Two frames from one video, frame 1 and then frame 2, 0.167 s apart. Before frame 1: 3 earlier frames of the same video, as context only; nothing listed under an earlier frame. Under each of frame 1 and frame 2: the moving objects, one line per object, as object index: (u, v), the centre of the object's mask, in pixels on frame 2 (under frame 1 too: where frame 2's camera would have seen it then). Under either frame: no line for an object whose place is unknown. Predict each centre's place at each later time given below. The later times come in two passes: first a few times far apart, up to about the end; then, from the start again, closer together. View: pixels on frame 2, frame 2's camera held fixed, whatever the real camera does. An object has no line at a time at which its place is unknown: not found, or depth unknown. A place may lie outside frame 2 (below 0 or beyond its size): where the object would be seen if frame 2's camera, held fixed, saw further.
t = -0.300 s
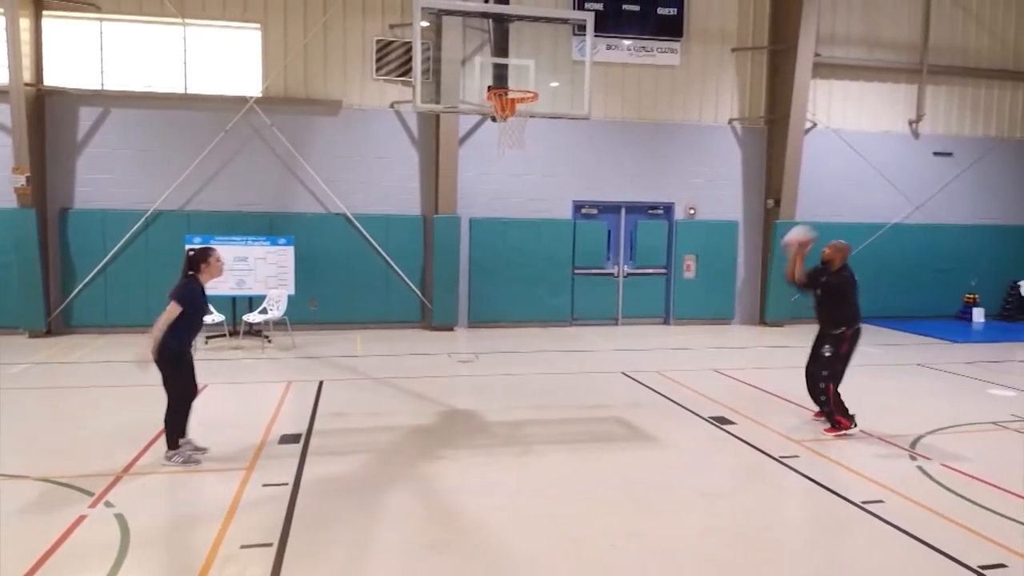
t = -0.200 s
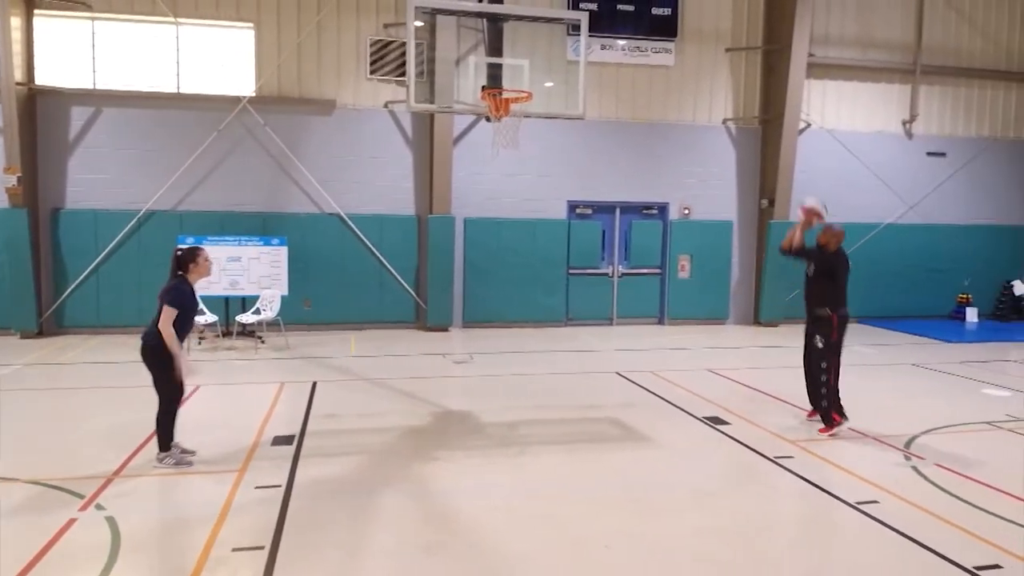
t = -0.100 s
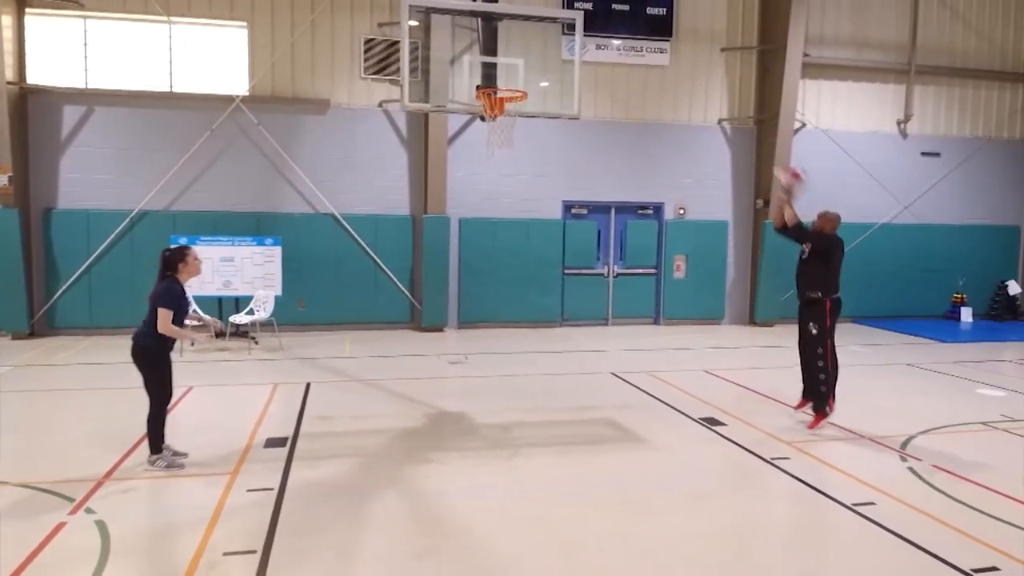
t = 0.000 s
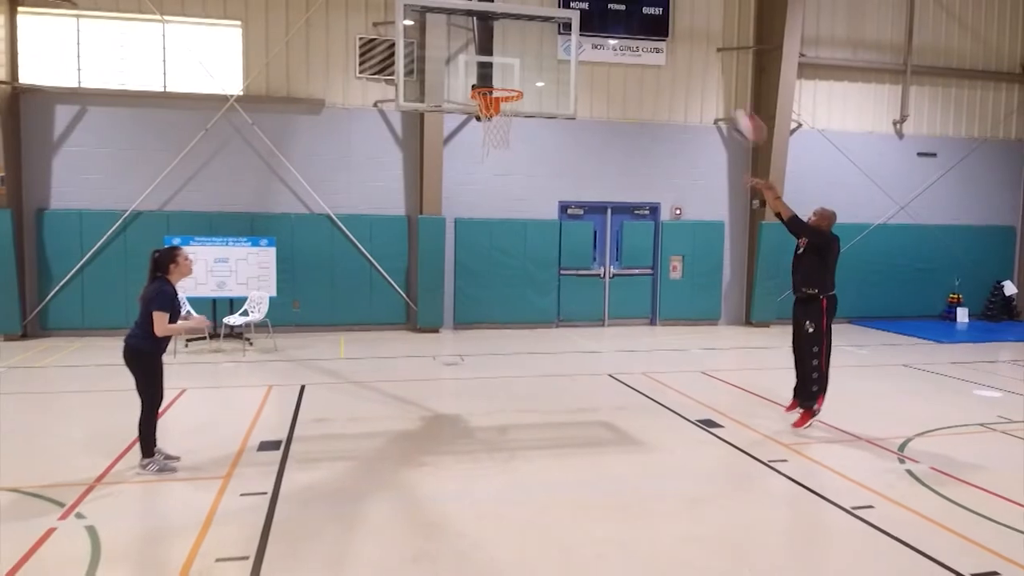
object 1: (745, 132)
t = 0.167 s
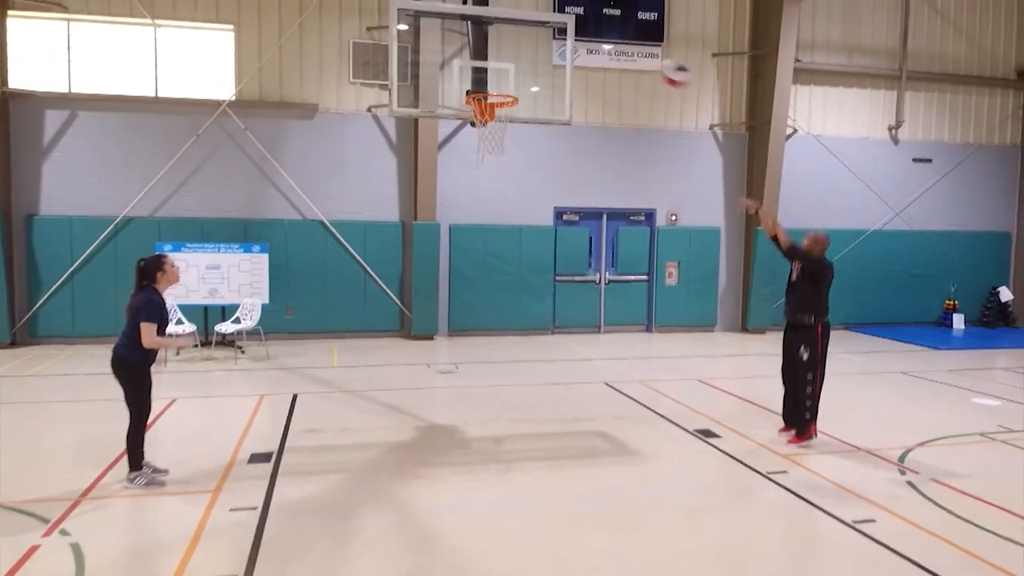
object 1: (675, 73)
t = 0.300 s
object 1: (620, 50)
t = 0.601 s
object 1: (516, 62)
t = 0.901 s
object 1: (485, 124)
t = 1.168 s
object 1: (485, 188)
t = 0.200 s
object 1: (662, 66)
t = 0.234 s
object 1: (648, 59)
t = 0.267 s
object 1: (635, 51)
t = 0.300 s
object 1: (620, 50)
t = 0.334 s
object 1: (607, 47)
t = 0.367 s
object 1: (593, 46)
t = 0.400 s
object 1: (580, 44)
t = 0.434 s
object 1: (568, 44)
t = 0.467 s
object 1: (555, 46)
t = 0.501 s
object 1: (541, 49)
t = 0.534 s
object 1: (531, 54)
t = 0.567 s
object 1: (519, 57)
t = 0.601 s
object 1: (516, 62)
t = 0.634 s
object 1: (512, 66)
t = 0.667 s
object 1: (507, 71)
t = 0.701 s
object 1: (503, 76)
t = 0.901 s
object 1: (485, 124)
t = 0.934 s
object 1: (483, 126)
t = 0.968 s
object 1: (483, 134)
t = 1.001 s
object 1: (483, 137)
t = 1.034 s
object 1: (482, 142)
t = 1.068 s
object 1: (484, 151)
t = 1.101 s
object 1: (484, 162)
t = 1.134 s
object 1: (485, 174)
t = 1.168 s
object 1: (485, 188)
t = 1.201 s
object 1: (486, 201)
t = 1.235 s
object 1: (485, 217)
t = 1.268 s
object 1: (484, 231)
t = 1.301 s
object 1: (484, 250)
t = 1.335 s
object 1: (484, 269)
